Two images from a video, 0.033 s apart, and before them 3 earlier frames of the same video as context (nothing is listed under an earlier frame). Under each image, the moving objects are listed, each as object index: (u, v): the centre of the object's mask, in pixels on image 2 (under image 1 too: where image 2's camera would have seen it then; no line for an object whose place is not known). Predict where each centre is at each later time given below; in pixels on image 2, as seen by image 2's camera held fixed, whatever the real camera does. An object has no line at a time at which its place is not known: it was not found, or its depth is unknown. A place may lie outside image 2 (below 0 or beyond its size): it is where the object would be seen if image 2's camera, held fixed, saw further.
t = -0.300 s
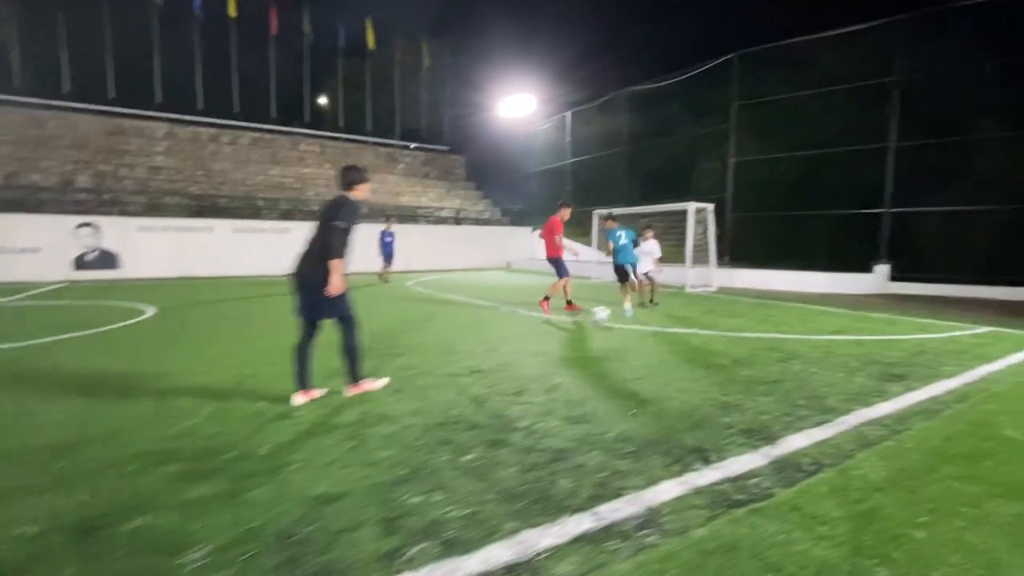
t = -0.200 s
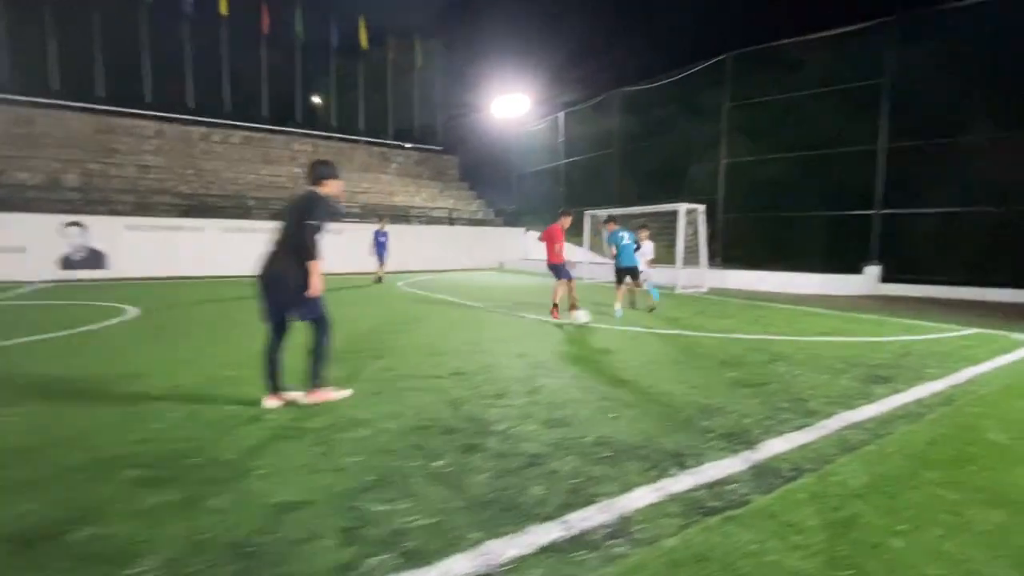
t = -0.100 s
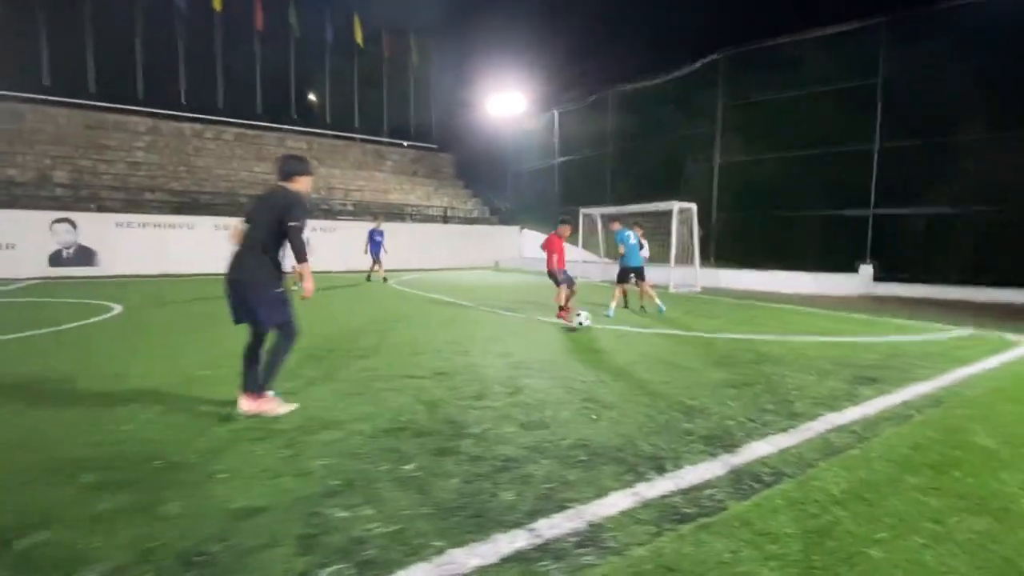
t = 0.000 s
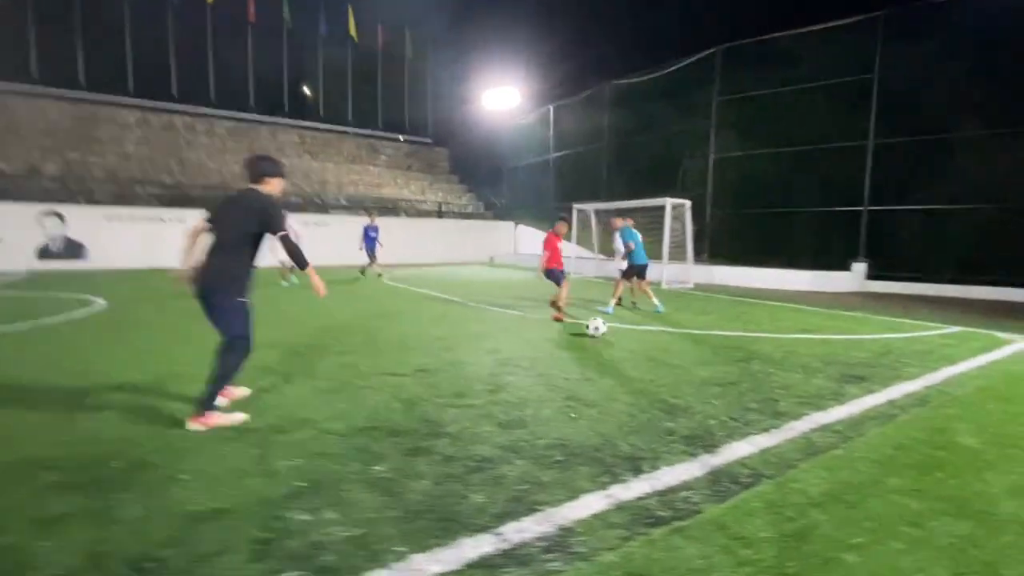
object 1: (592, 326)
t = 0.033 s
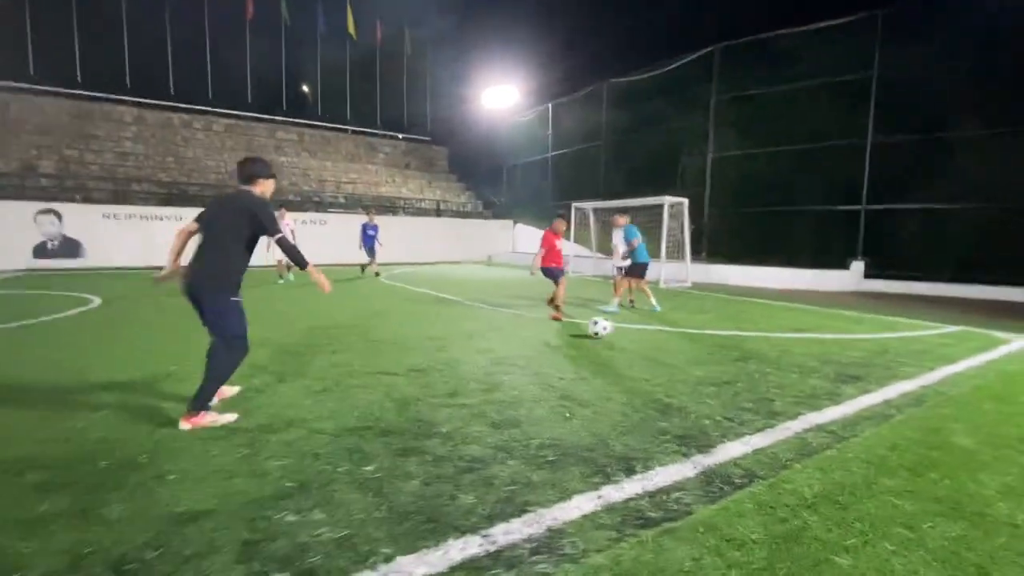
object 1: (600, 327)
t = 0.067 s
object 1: (608, 328)
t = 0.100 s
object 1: (617, 330)
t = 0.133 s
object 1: (625, 333)
